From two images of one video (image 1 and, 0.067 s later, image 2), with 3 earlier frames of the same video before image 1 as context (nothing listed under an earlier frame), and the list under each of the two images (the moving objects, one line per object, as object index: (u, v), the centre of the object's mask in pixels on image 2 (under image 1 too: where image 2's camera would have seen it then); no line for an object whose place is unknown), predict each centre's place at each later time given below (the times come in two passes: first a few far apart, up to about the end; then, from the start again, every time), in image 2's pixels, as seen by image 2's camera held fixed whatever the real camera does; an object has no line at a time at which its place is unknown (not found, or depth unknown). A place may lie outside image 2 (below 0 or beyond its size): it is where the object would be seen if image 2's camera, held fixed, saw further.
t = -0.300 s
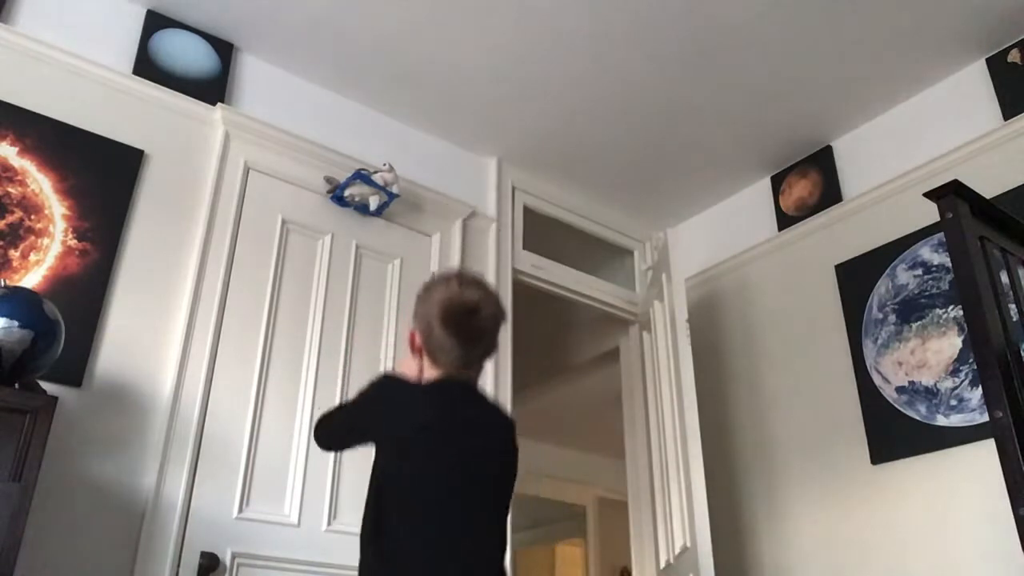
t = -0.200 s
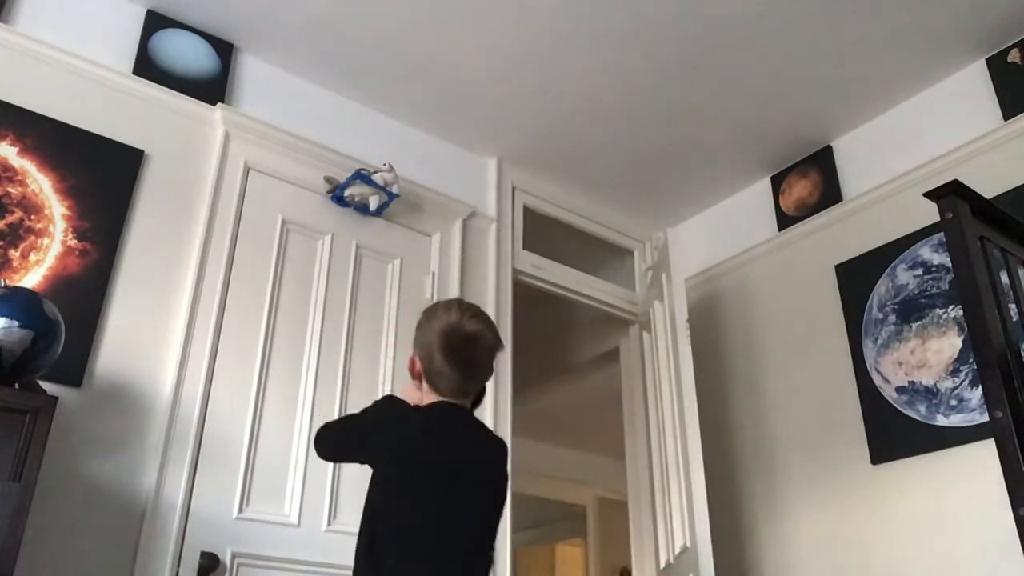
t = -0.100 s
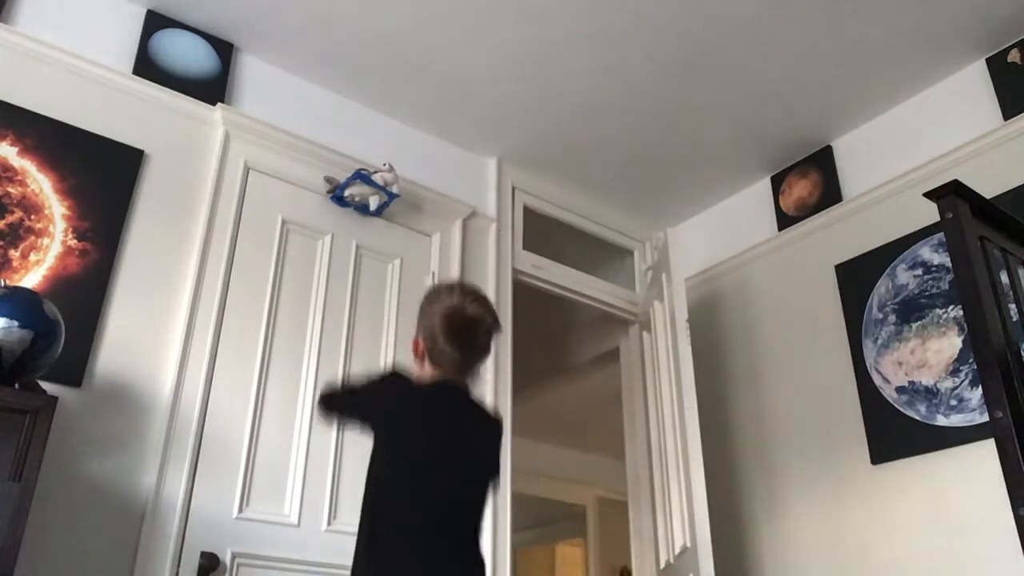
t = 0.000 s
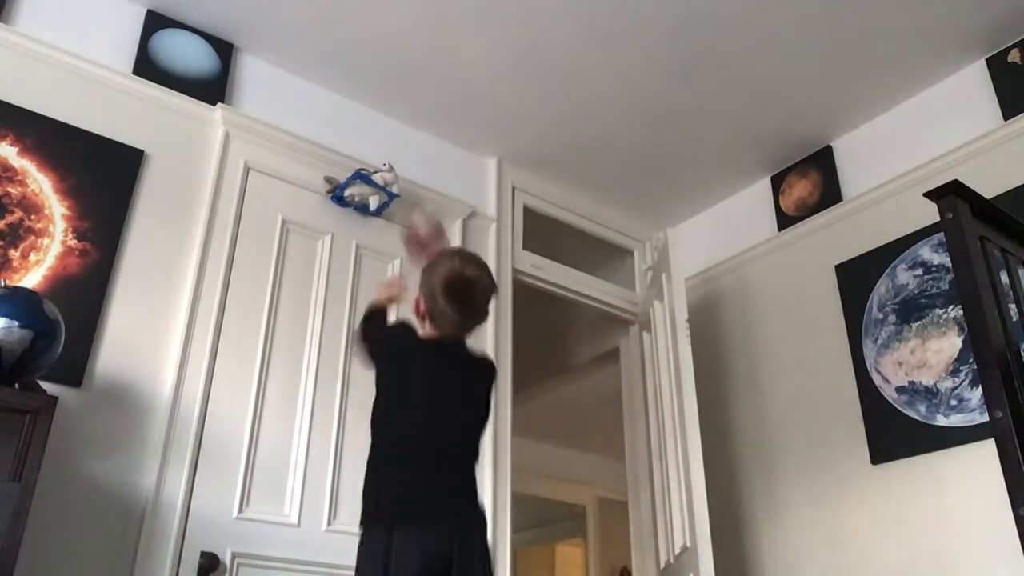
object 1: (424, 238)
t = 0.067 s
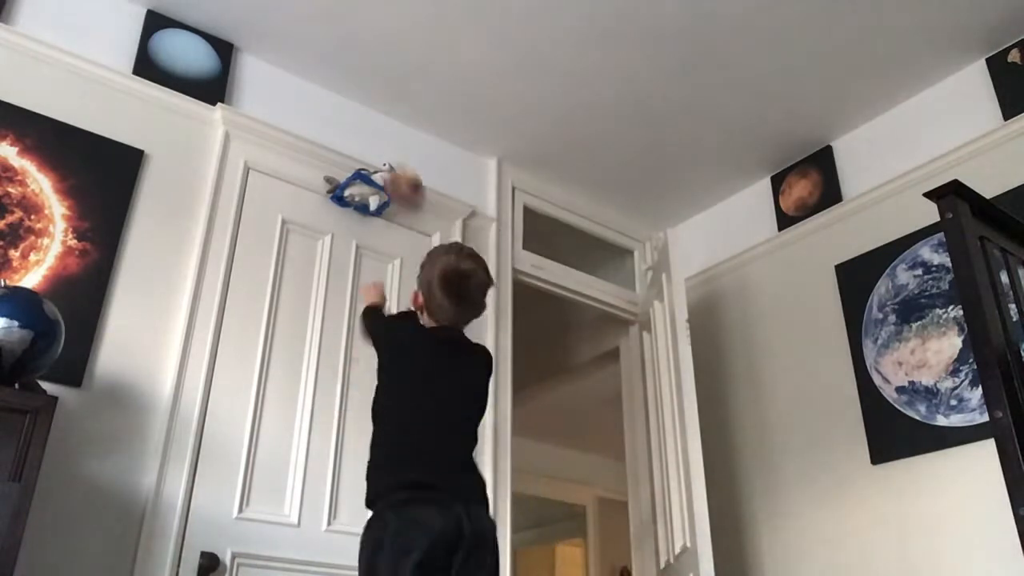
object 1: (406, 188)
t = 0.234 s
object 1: (390, 130)
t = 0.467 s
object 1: (452, 98)
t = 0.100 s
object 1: (397, 171)
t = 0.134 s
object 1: (390, 161)
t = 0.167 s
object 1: (385, 151)
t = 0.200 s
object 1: (383, 144)
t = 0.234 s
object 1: (390, 130)
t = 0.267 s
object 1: (399, 118)
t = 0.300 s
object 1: (407, 110)
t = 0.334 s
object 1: (416, 104)
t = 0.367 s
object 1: (423, 100)
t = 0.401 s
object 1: (432, 97)
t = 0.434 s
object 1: (443, 96)
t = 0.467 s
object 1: (452, 98)
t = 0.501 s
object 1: (463, 102)
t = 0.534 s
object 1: (473, 110)
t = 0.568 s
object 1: (484, 120)
